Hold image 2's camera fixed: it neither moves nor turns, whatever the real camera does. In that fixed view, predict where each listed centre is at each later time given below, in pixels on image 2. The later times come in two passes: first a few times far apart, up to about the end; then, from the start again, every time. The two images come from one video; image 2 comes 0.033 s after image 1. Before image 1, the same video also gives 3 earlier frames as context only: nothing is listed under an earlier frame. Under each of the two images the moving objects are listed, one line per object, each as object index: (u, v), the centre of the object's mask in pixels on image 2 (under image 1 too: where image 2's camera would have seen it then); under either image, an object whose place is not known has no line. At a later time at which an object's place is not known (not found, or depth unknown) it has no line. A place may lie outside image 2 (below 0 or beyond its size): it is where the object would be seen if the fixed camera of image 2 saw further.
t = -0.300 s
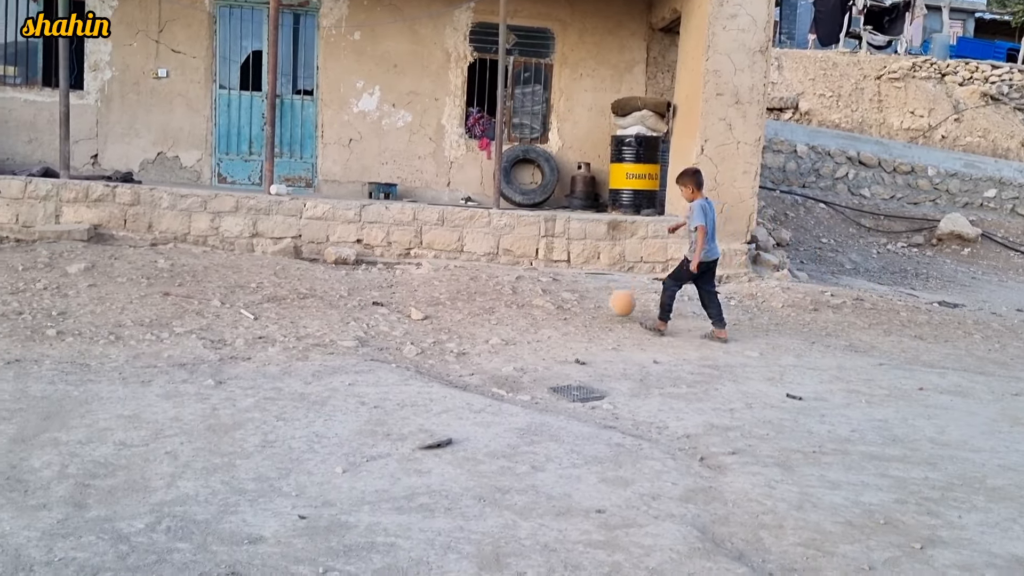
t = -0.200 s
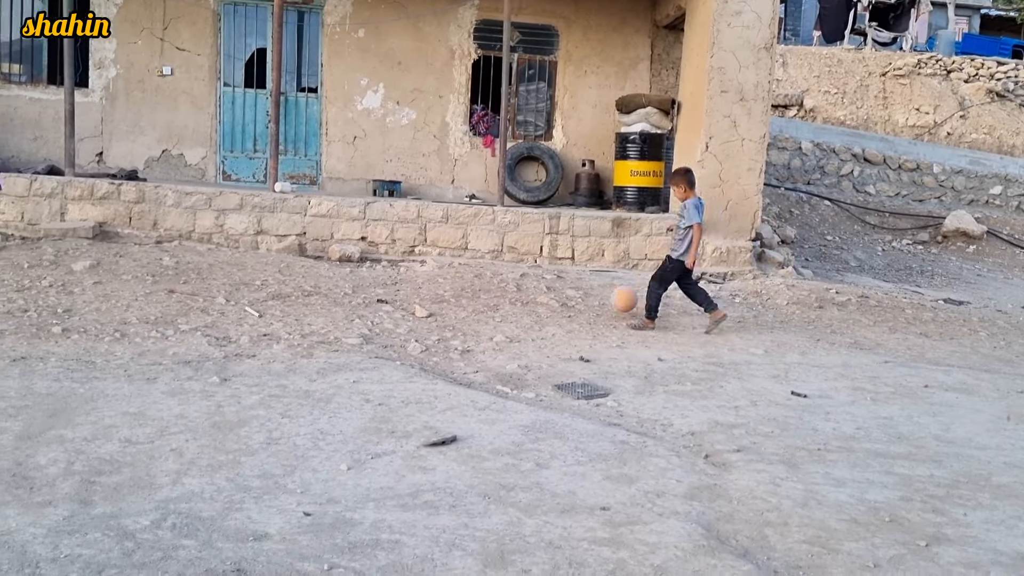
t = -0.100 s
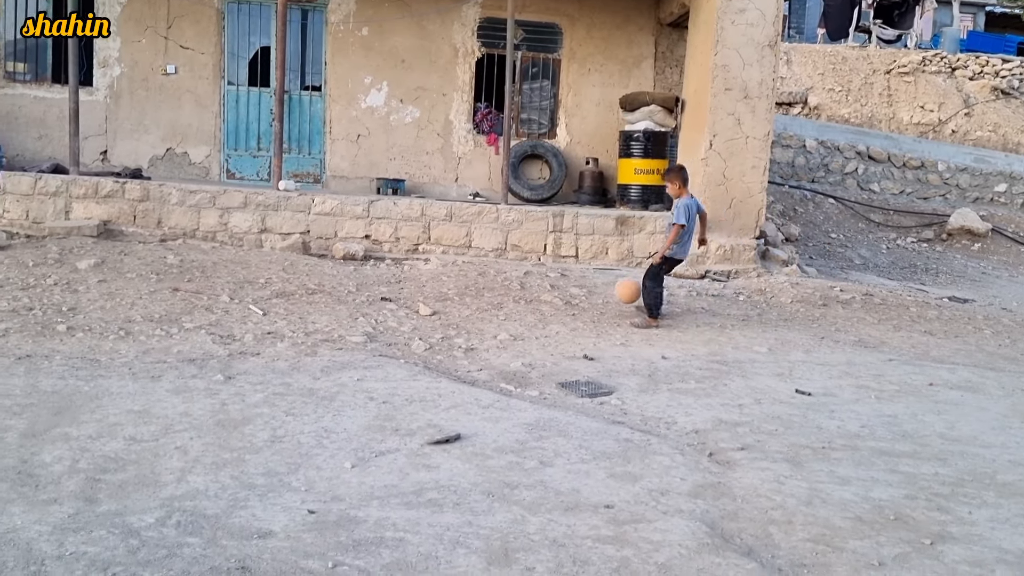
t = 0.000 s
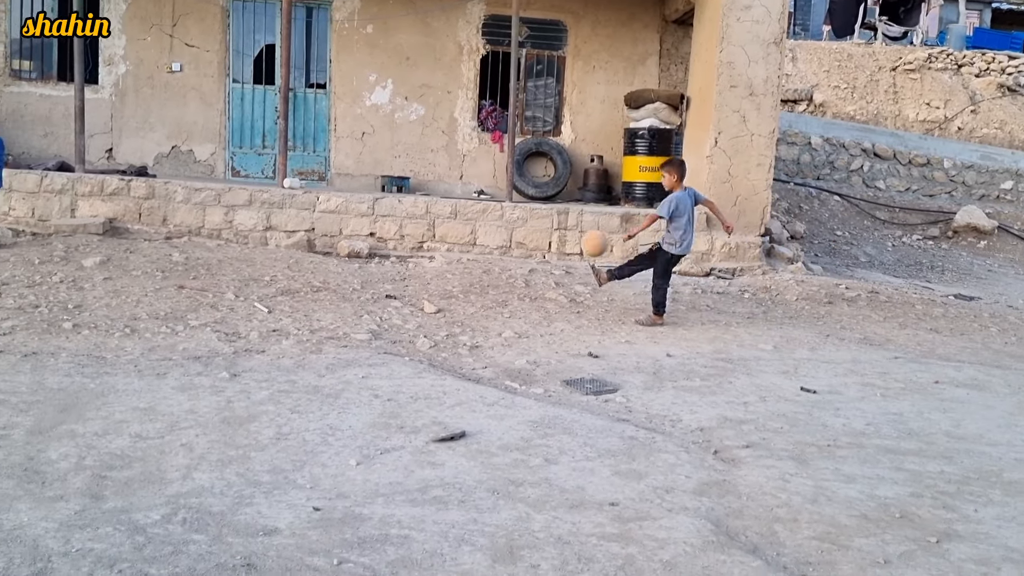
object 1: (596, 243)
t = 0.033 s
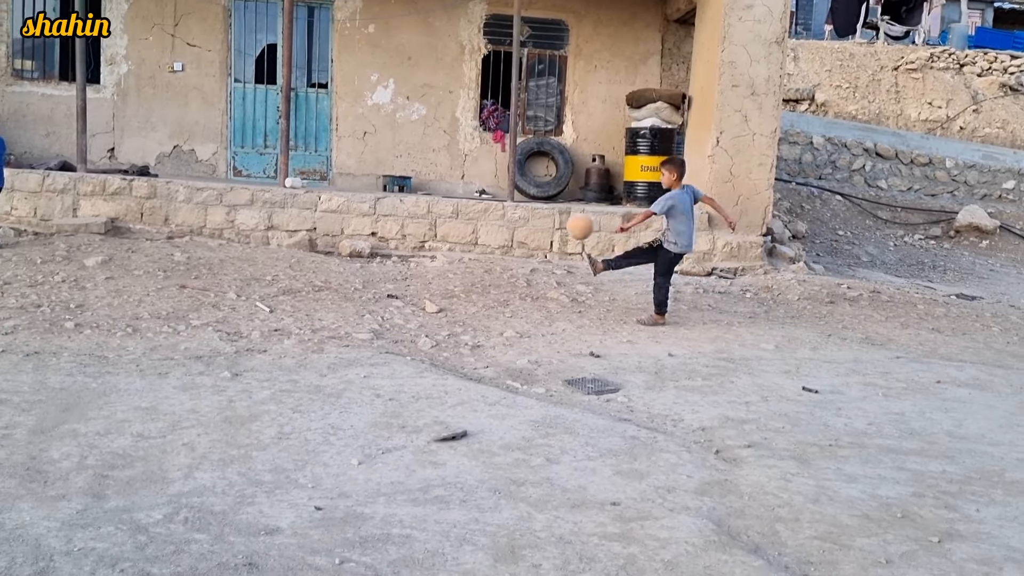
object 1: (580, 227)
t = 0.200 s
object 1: (500, 163)
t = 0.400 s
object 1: (400, 134)
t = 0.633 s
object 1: (283, 164)
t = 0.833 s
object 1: (172, 256)
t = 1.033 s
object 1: (150, 225)
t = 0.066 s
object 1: (564, 211)
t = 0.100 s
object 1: (547, 197)
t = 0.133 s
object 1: (532, 185)
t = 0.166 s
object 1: (516, 174)
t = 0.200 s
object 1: (500, 163)
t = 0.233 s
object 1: (482, 155)
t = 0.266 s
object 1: (467, 148)
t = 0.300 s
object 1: (450, 142)
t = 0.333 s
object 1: (434, 138)
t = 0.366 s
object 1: (417, 135)
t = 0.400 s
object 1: (400, 134)
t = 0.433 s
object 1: (384, 133)
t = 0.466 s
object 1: (368, 135)
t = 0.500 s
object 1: (351, 138)
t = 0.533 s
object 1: (334, 143)
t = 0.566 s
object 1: (318, 148)
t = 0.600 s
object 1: (300, 155)
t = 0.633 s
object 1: (283, 164)
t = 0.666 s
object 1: (266, 174)
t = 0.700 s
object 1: (250, 186)
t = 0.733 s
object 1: (233, 199)
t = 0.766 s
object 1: (216, 213)
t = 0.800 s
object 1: (200, 229)
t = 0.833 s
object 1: (172, 256)
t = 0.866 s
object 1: (157, 274)
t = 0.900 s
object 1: (155, 264)
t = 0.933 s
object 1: (154, 257)
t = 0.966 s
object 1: (152, 245)
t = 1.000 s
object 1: (150, 234)
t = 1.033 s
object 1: (150, 225)
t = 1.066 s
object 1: (147, 218)
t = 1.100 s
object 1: (146, 210)
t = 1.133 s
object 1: (144, 206)
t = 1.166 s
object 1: (143, 202)
